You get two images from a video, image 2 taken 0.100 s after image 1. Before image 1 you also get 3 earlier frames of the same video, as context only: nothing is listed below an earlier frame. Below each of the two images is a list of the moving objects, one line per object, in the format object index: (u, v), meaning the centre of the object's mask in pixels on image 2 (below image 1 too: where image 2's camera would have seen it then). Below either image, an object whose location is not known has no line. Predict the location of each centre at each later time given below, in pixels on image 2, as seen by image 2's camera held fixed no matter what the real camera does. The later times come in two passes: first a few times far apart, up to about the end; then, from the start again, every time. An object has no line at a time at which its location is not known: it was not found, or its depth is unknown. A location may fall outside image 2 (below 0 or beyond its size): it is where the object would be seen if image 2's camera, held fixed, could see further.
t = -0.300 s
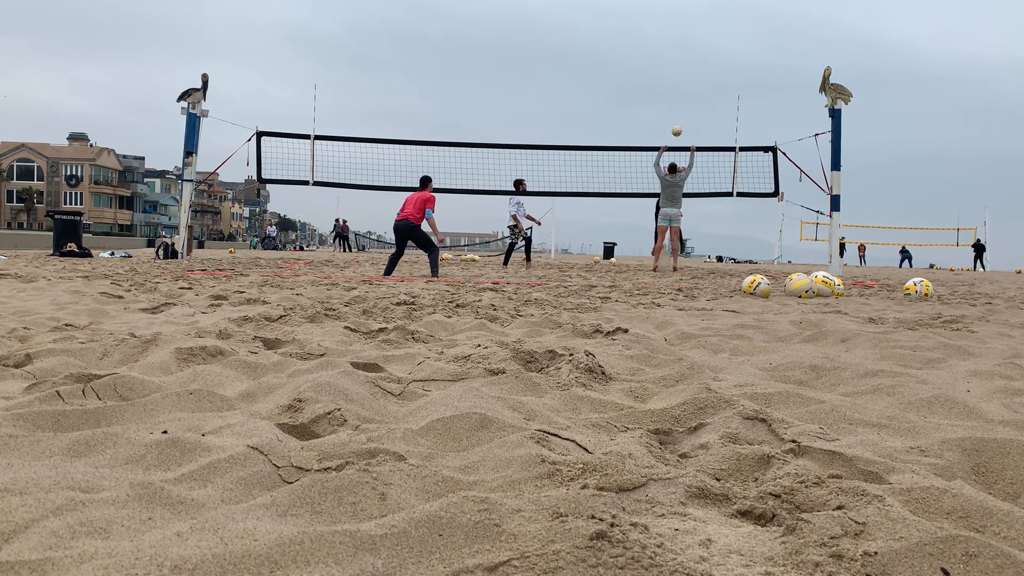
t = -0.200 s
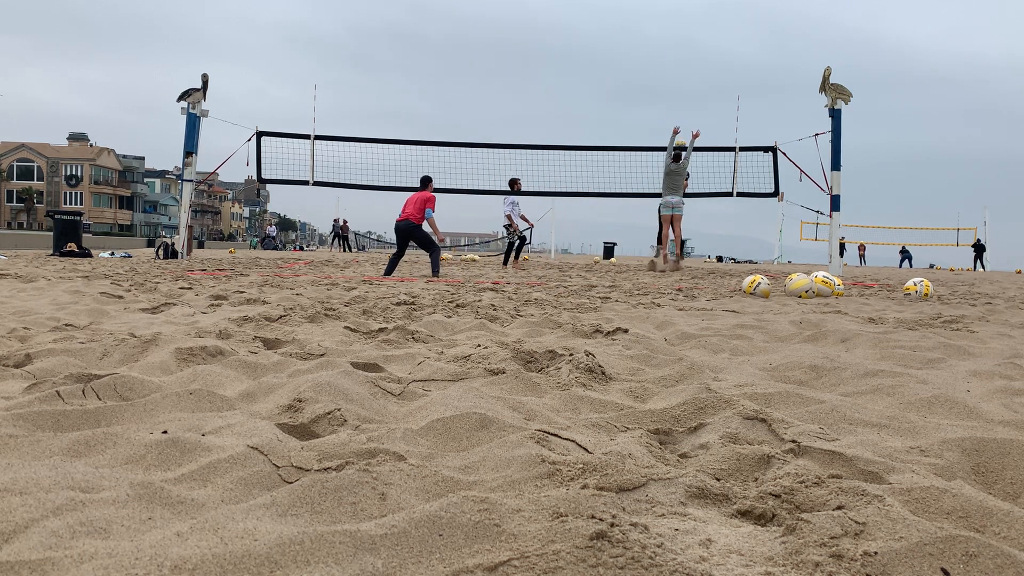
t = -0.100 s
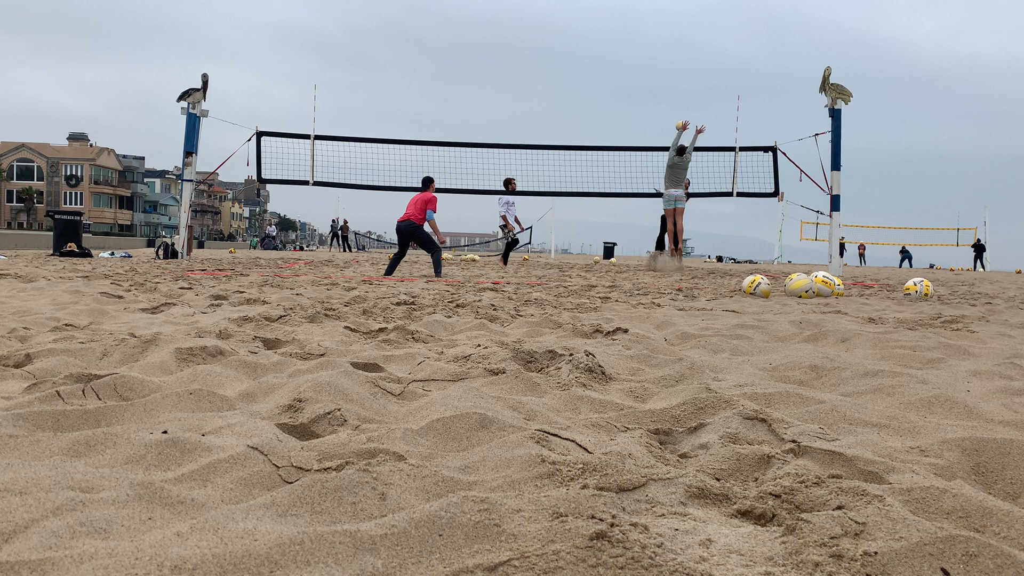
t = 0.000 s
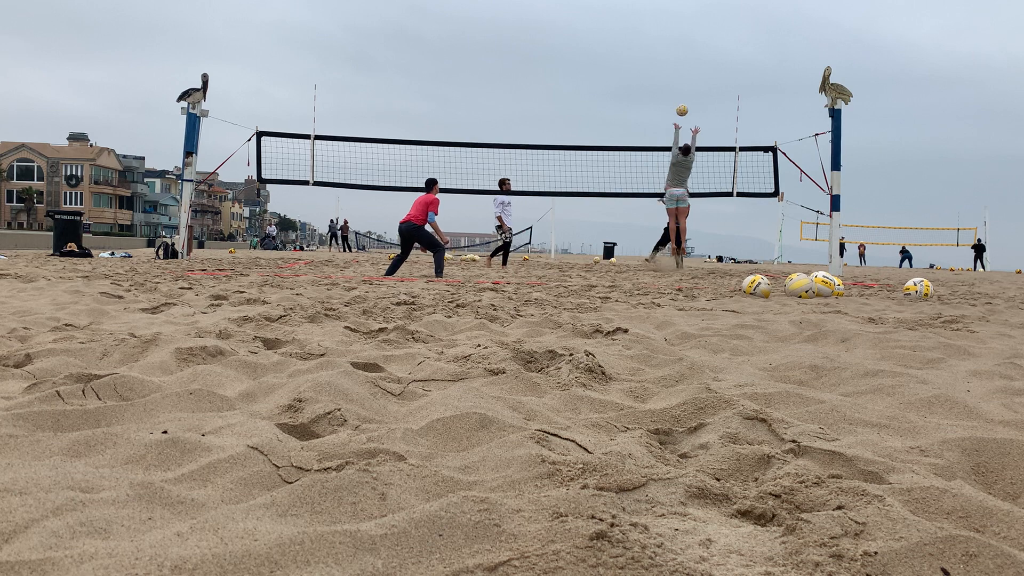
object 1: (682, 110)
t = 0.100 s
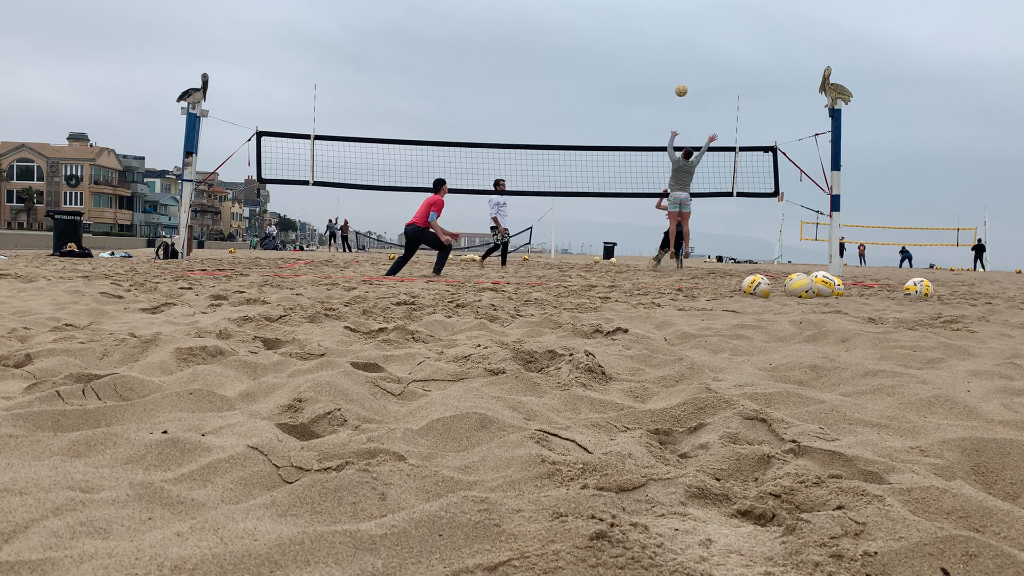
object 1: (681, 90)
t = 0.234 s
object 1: (679, 72)
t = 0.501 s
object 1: (674, 70)
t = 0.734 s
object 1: (667, 118)
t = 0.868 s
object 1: (662, 170)
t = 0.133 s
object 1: (681, 85)
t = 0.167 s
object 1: (680, 80)
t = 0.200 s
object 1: (680, 76)
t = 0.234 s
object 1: (679, 72)
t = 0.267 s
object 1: (679, 69)
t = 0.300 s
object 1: (678, 67)
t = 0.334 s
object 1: (678, 65)
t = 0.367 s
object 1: (677, 65)
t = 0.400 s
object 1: (676, 65)
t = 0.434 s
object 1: (676, 66)
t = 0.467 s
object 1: (675, 68)
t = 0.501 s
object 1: (674, 70)
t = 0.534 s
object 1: (673, 74)
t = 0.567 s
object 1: (672, 79)
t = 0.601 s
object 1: (671, 84)
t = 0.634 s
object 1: (670, 91)
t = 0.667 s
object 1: (669, 99)
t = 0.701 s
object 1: (668, 107)
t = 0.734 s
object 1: (667, 118)
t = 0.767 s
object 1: (666, 129)
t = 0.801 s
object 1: (665, 141)
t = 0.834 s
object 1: (664, 155)
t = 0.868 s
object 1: (662, 170)
